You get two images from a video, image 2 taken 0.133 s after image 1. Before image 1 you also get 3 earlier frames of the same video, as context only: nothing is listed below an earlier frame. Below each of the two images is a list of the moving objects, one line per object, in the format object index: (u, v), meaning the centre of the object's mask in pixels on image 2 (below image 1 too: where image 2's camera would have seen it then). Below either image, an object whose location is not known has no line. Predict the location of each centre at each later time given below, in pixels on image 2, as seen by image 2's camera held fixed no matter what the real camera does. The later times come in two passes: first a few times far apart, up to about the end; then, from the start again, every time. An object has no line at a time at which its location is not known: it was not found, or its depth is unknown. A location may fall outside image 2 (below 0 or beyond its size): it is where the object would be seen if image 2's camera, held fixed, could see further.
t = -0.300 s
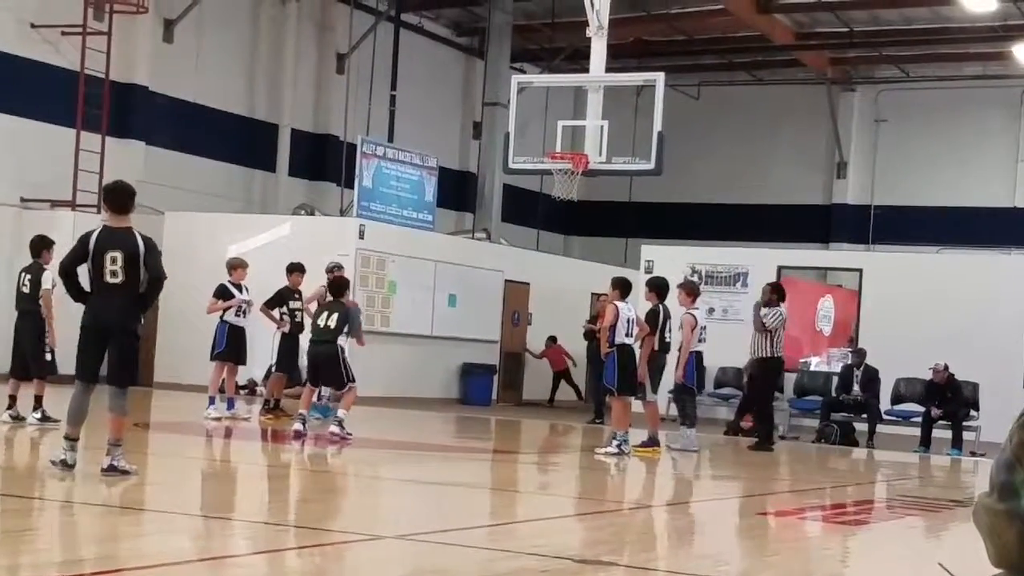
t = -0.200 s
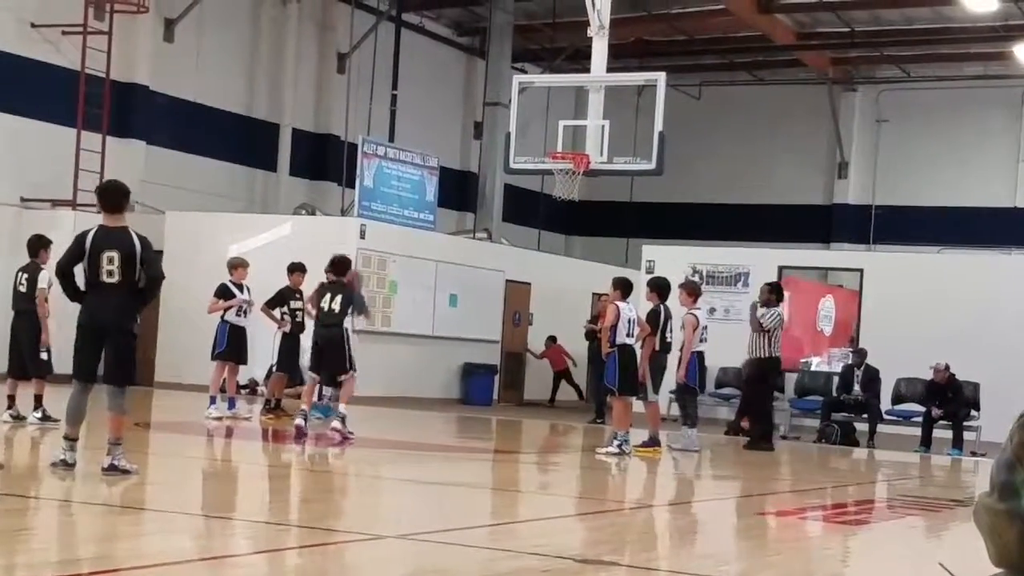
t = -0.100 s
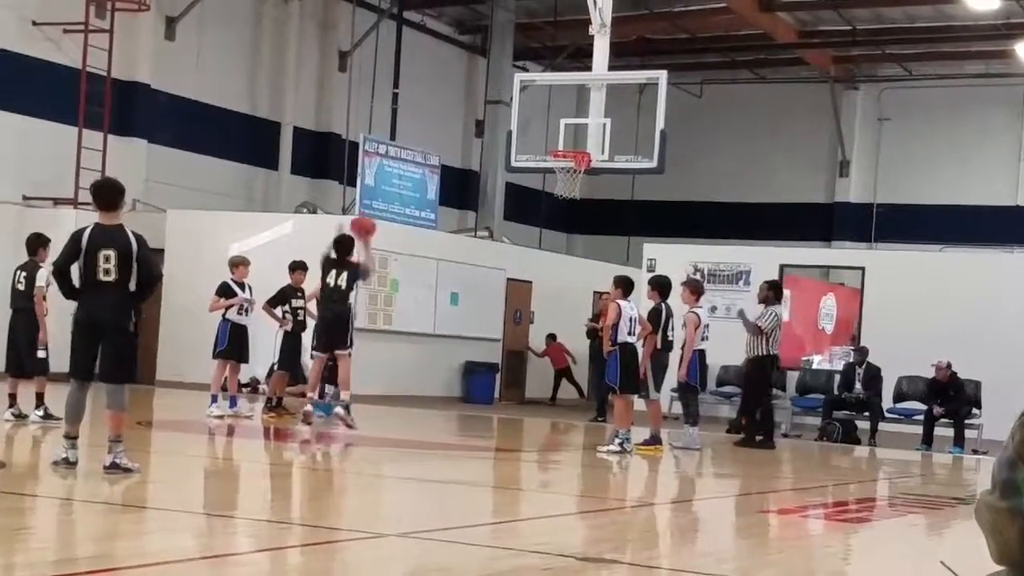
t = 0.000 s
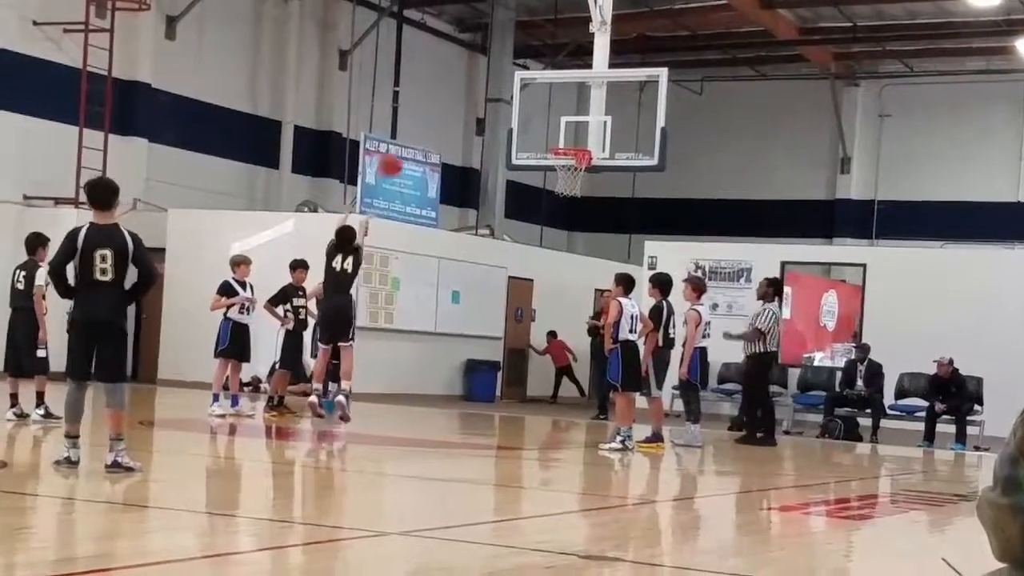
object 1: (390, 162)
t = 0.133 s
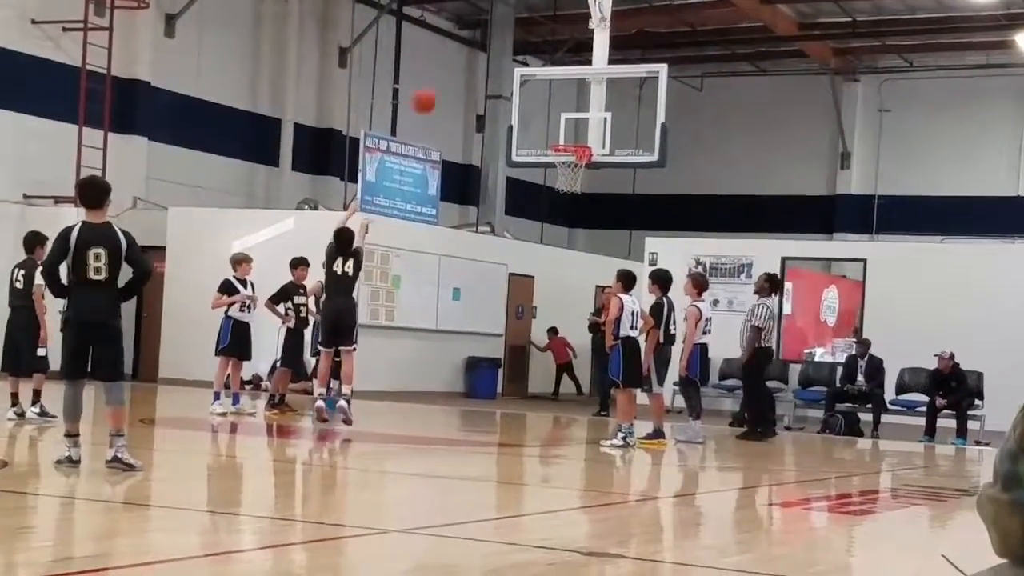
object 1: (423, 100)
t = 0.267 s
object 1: (453, 63)
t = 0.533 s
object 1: (506, 36)
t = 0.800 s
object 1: (551, 80)
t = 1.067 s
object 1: (559, 156)
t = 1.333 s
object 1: (567, 197)
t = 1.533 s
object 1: (575, 263)
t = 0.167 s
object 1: (433, 89)
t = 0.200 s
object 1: (438, 78)
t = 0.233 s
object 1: (447, 70)
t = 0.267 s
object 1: (453, 63)
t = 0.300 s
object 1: (462, 53)
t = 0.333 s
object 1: (468, 47)
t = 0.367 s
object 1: (476, 43)
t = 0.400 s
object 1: (481, 39)
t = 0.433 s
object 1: (488, 37)
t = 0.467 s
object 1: (494, 36)
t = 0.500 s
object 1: (501, 36)
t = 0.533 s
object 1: (506, 36)
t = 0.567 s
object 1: (514, 37)
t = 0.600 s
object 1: (519, 41)
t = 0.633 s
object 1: (525, 46)
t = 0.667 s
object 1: (531, 50)
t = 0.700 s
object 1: (535, 56)
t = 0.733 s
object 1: (541, 62)
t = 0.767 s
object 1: (547, 71)
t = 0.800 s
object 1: (551, 80)
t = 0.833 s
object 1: (556, 91)
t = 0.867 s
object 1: (560, 101)
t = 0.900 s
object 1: (566, 111)
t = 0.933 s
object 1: (569, 124)
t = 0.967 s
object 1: (576, 137)
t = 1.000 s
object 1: (579, 140)
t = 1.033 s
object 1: (567, 151)
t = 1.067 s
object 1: (559, 156)
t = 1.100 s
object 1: (557, 160)
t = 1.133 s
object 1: (557, 165)
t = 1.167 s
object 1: (560, 167)
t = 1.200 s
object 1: (560, 174)
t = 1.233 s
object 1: (561, 175)
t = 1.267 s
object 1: (565, 185)
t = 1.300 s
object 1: (566, 189)
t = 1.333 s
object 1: (567, 197)
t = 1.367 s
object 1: (569, 204)
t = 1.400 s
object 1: (570, 214)
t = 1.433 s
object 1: (571, 225)
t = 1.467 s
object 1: (573, 236)
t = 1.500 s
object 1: (574, 250)
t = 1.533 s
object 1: (575, 263)
